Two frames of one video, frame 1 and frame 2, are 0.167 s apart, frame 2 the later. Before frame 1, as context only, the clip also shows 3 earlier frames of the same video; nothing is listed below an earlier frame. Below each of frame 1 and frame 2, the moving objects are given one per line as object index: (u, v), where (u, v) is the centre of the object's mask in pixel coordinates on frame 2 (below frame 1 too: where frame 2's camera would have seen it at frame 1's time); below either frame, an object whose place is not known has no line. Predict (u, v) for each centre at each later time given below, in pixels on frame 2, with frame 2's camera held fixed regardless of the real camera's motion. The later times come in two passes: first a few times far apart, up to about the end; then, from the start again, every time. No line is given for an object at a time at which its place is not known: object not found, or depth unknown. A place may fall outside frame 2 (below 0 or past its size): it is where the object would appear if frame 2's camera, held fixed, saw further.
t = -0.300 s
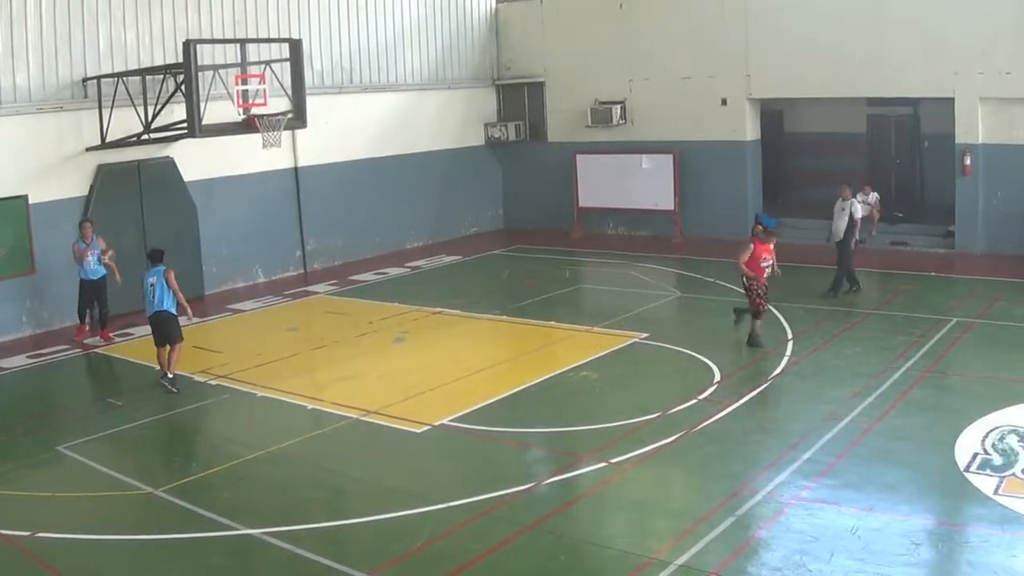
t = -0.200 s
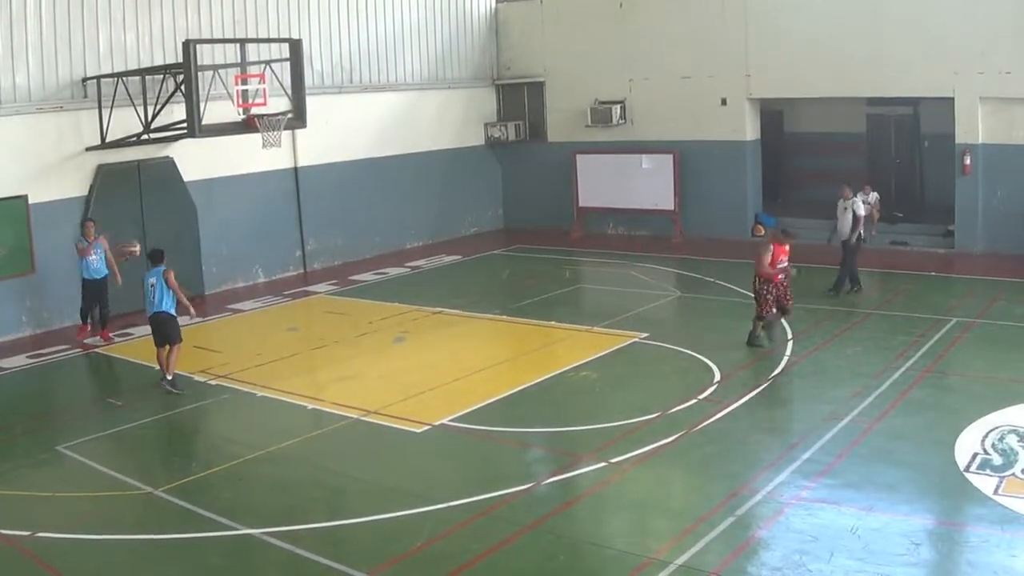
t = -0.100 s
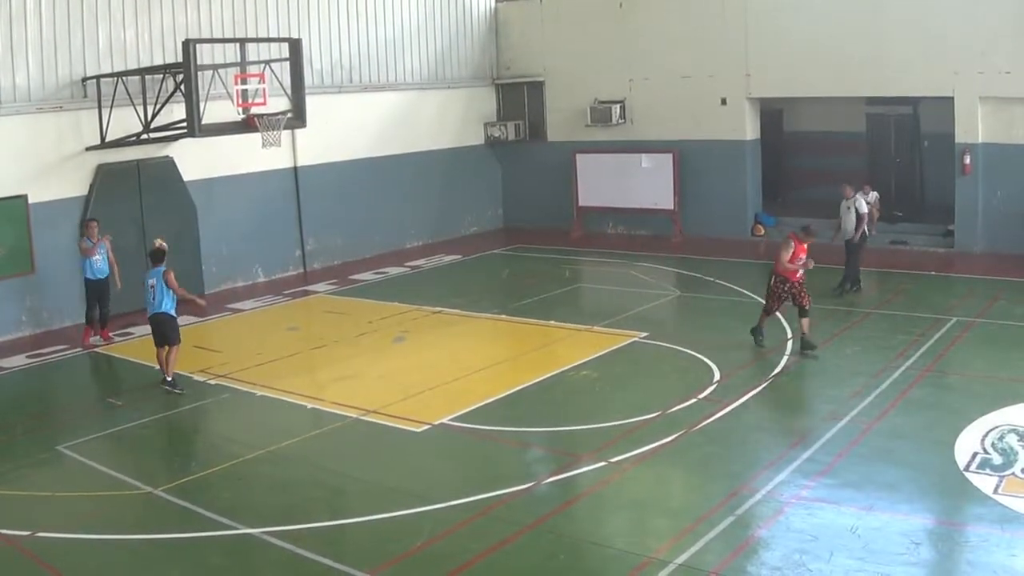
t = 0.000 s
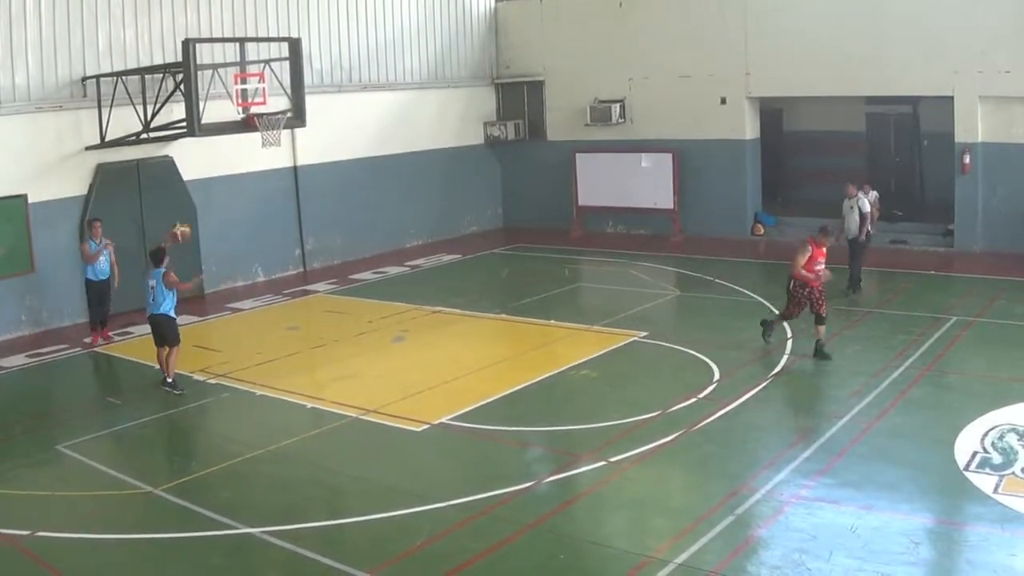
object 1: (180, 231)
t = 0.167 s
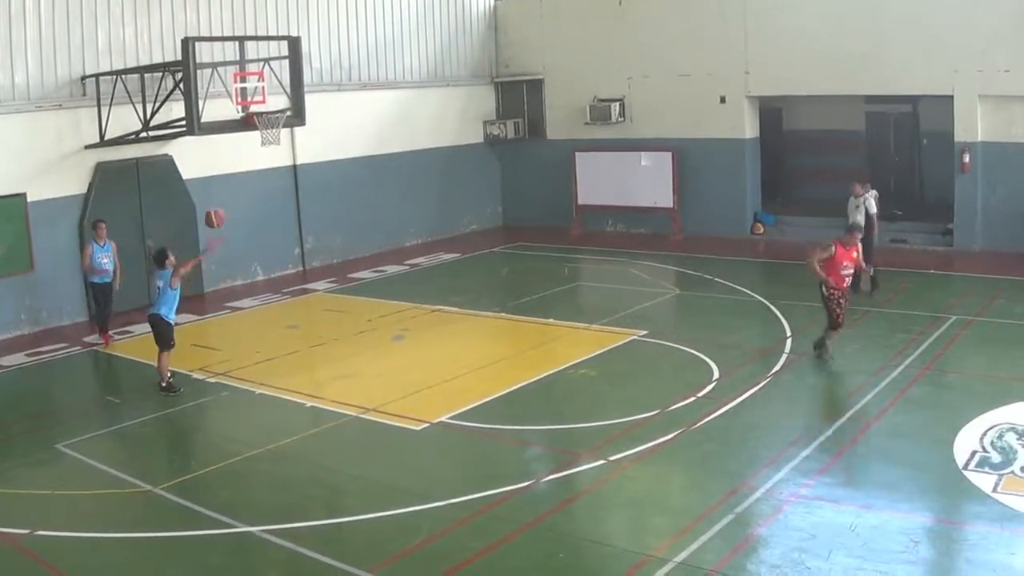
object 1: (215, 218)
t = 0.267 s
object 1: (237, 221)
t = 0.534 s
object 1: (305, 273)
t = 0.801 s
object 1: (371, 360)
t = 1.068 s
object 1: (419, 281)
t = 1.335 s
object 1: (471, 264)
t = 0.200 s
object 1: (221, 218)
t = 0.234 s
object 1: (228, 220)
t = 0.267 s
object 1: (237, 221)
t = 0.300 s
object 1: (244, 224)
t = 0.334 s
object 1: (253, 228)
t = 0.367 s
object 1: (260, 234)
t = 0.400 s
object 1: (269, 240)
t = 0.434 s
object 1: (278, 246)
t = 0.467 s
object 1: (287, 254)
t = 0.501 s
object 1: (295, 264)
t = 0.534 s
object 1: (305, 273)
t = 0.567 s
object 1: (312, 283)
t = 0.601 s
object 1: (319, 295)
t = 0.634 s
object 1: (329, 307)
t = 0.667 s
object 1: (338, 322)
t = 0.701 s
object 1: (346, 337)
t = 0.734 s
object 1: (356, 351)
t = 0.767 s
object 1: (365, 368)
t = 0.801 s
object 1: (371, 360)
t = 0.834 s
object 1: (376, 346)
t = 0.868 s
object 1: (381, 335)
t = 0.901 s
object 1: (387, 324)
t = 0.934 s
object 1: (393, 314)
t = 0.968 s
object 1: (400, 303)
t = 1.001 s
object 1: (406, 295)
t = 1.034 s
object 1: (413, 287)
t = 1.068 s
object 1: (419, 281)
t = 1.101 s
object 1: (425, 278)
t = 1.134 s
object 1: (431, 272)
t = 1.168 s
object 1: (438, 267)
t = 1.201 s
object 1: (444, 264)
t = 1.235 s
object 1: (450, 263)
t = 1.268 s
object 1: (457, 262)
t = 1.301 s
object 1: (464, 262)
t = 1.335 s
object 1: (471, 264)
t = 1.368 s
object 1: (478, 266)
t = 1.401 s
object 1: (485, 268)
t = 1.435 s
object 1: (492, 273)
